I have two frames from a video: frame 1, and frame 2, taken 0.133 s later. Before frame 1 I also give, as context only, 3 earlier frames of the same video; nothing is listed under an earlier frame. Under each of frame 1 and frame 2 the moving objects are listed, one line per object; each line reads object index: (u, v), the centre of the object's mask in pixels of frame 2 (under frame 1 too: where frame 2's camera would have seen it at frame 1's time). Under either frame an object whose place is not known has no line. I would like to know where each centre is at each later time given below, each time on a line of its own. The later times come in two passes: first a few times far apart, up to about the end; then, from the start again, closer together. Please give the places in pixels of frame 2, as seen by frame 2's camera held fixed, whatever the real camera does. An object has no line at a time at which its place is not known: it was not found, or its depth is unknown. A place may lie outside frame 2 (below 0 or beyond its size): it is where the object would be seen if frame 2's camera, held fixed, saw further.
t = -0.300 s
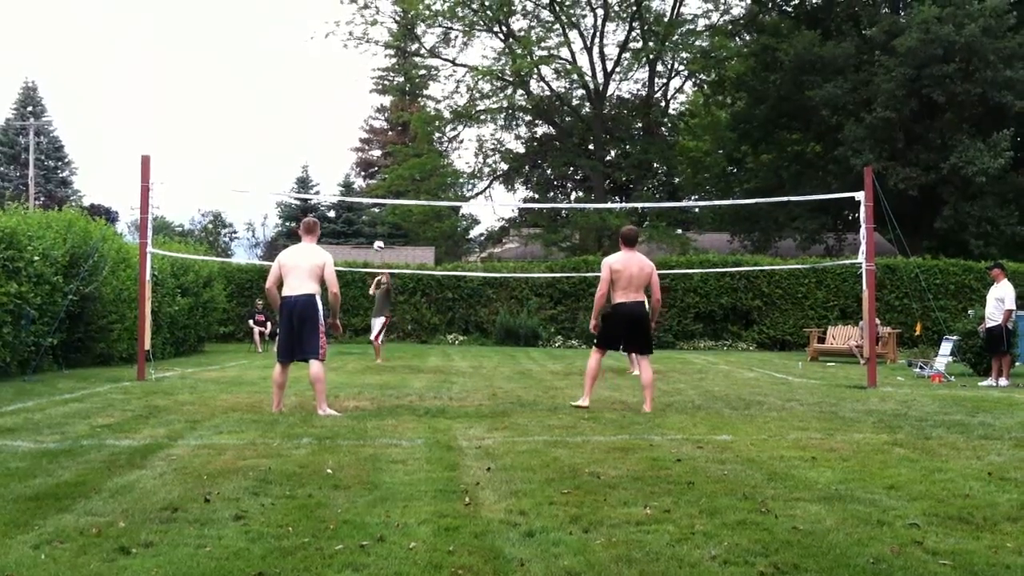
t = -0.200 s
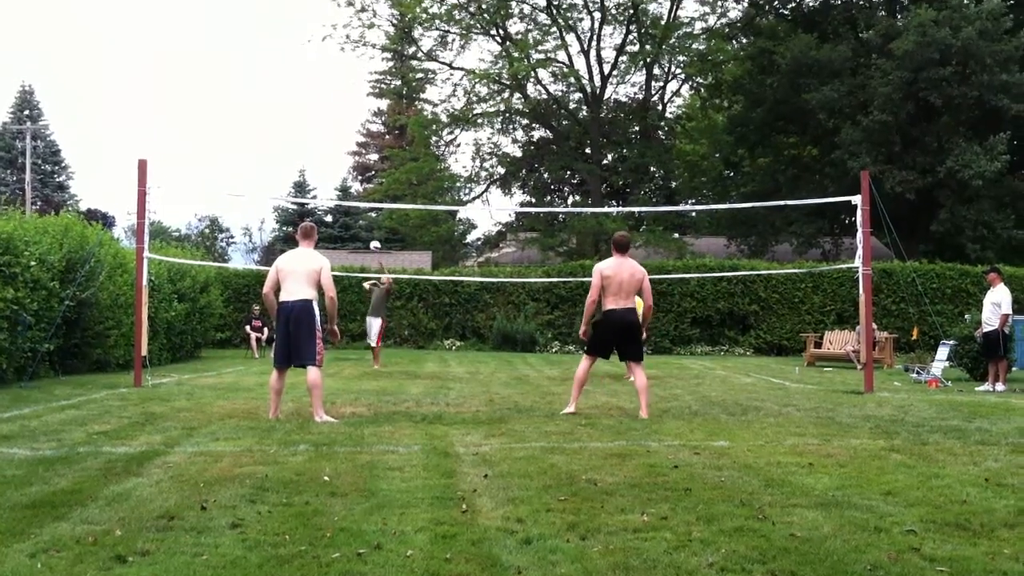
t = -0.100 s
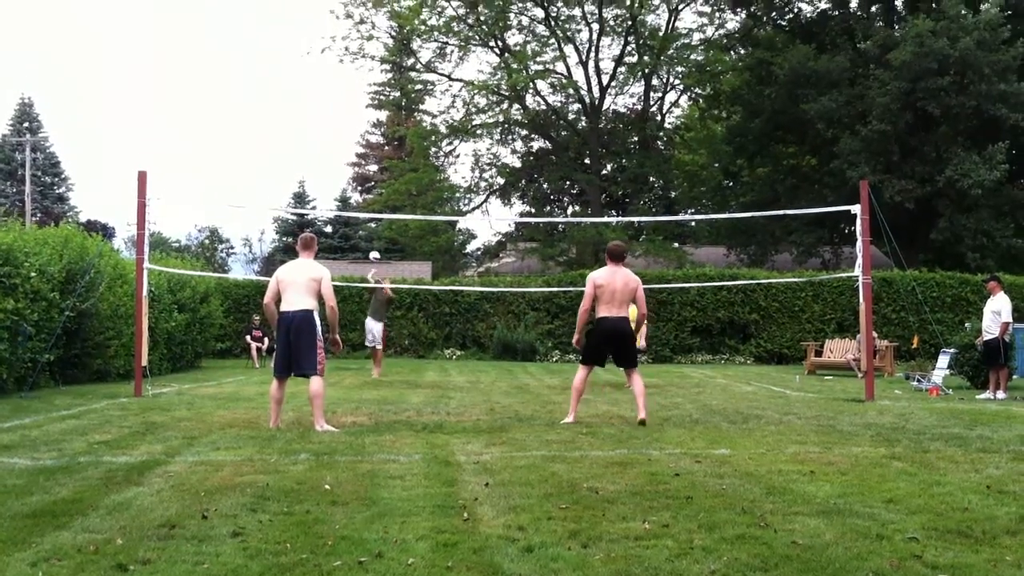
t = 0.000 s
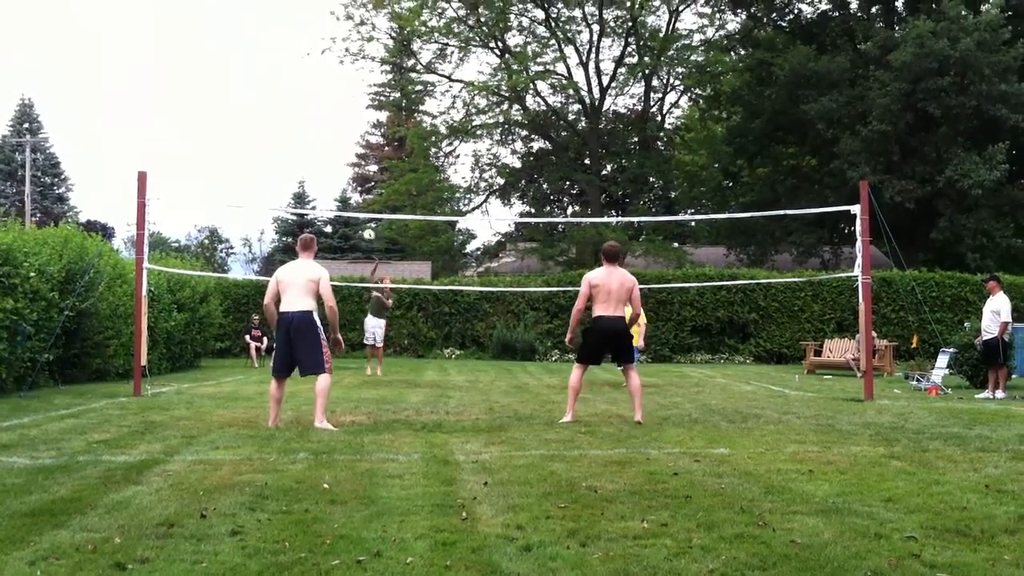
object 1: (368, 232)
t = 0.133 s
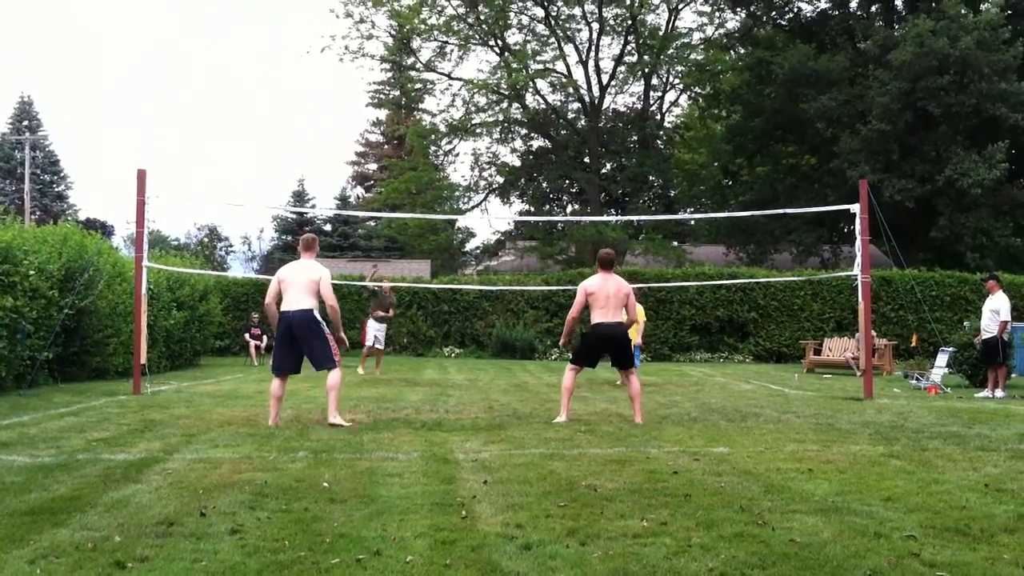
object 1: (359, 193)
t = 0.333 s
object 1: (340, 142)
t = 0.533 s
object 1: (315, 102)
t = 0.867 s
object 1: (239, 88)
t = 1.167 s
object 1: (133, 198)
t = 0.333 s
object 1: (340, 142)
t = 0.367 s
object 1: (336, 135)
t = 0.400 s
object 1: (332, 127)
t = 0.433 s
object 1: (328, 120)
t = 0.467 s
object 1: (324, 114)
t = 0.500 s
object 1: (319, 108)
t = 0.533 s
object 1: (315, 102)
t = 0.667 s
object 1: (291, 87)
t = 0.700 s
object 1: (284, 83)
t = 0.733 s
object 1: (275, 80)
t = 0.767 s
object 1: (266, 81)
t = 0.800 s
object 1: (259, 82)
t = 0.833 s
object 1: (249, 85)
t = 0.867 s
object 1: (239, 88)
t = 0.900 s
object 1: (230, 93)
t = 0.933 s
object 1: (222, 99)
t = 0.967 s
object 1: (212, 108)
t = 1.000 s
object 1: (202, 119)
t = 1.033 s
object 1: (188, 127)
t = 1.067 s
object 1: (174, 141)
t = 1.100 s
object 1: (160, 158)
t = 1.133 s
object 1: (146, 176)
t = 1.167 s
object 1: (133, 198)
